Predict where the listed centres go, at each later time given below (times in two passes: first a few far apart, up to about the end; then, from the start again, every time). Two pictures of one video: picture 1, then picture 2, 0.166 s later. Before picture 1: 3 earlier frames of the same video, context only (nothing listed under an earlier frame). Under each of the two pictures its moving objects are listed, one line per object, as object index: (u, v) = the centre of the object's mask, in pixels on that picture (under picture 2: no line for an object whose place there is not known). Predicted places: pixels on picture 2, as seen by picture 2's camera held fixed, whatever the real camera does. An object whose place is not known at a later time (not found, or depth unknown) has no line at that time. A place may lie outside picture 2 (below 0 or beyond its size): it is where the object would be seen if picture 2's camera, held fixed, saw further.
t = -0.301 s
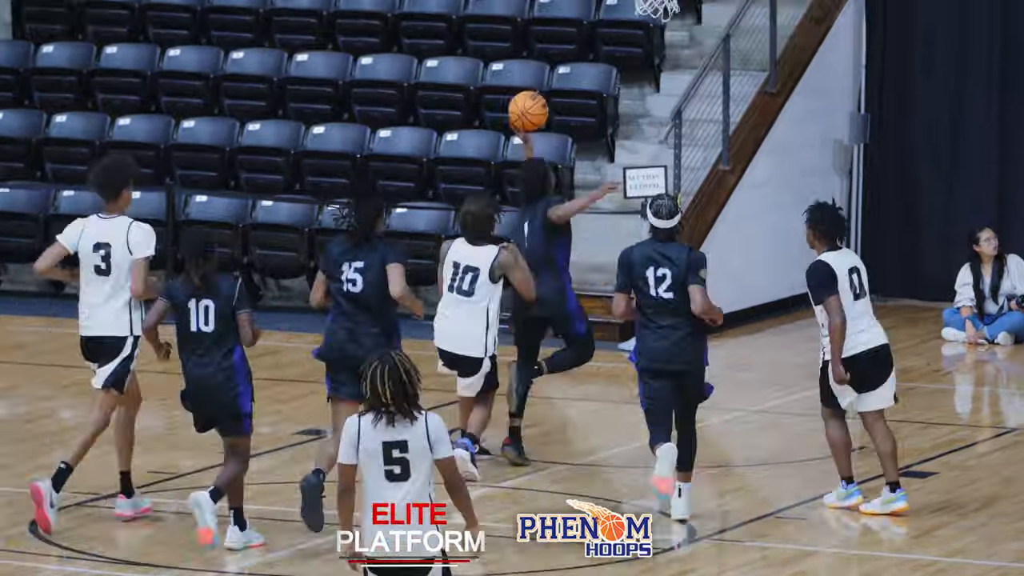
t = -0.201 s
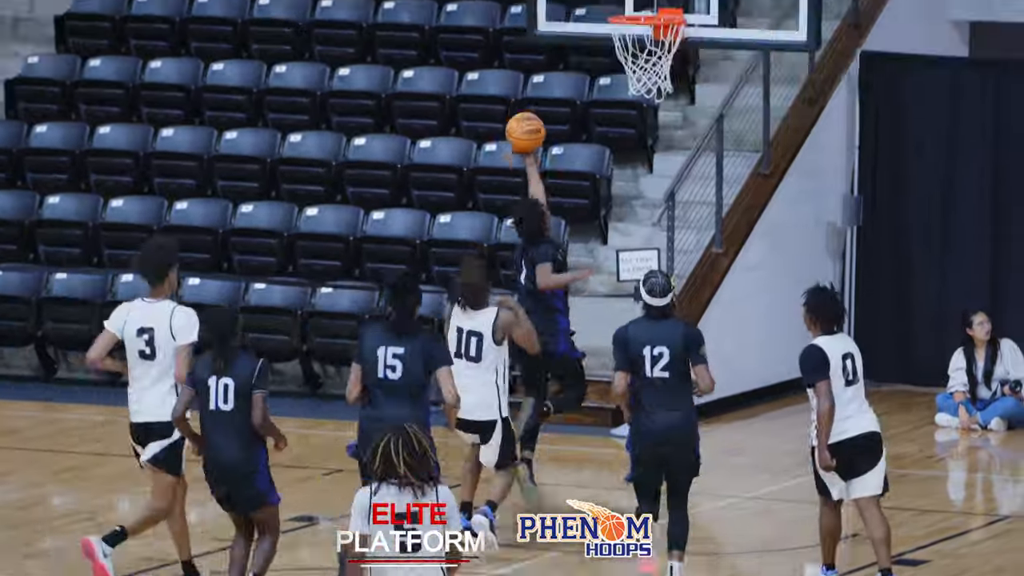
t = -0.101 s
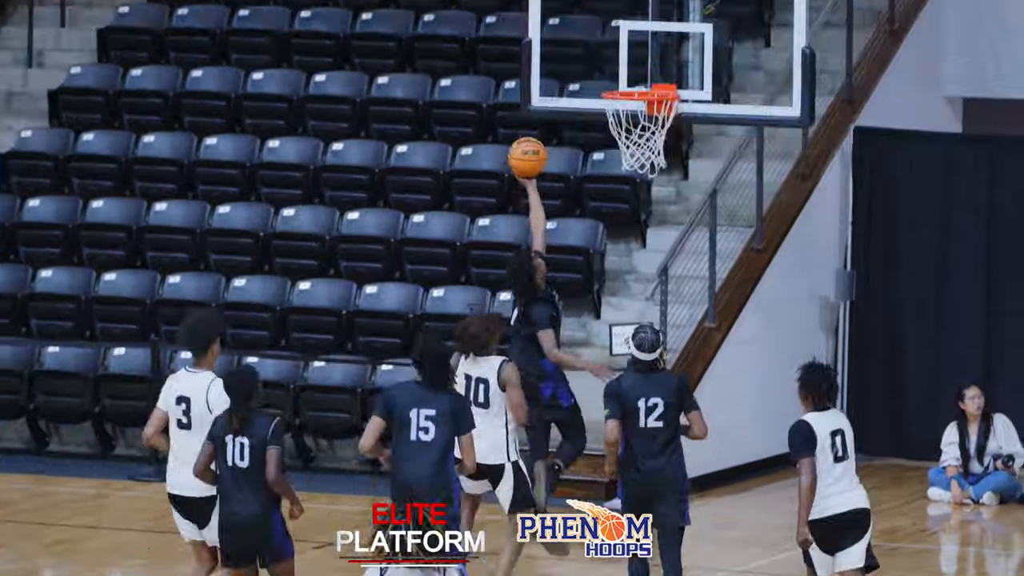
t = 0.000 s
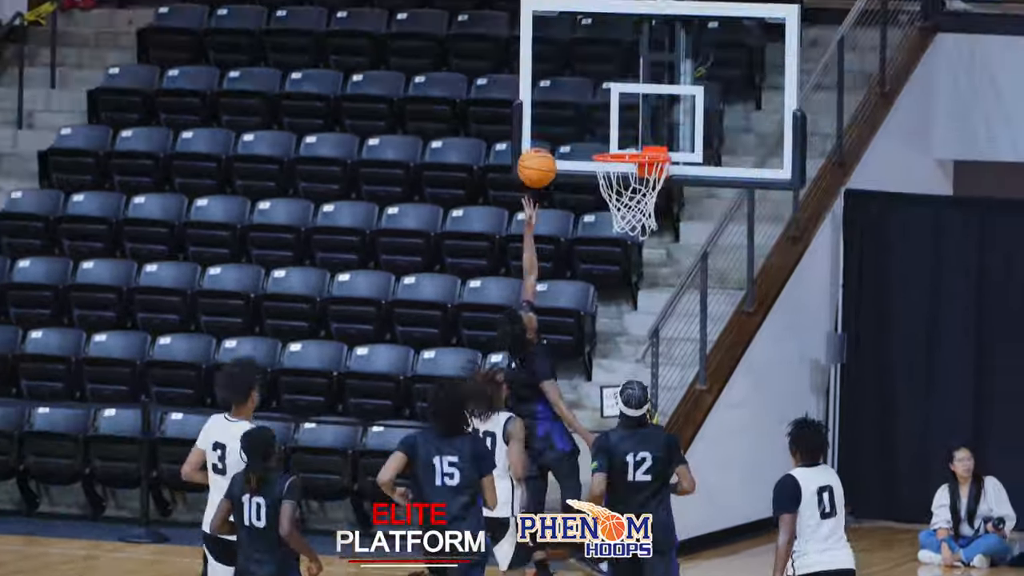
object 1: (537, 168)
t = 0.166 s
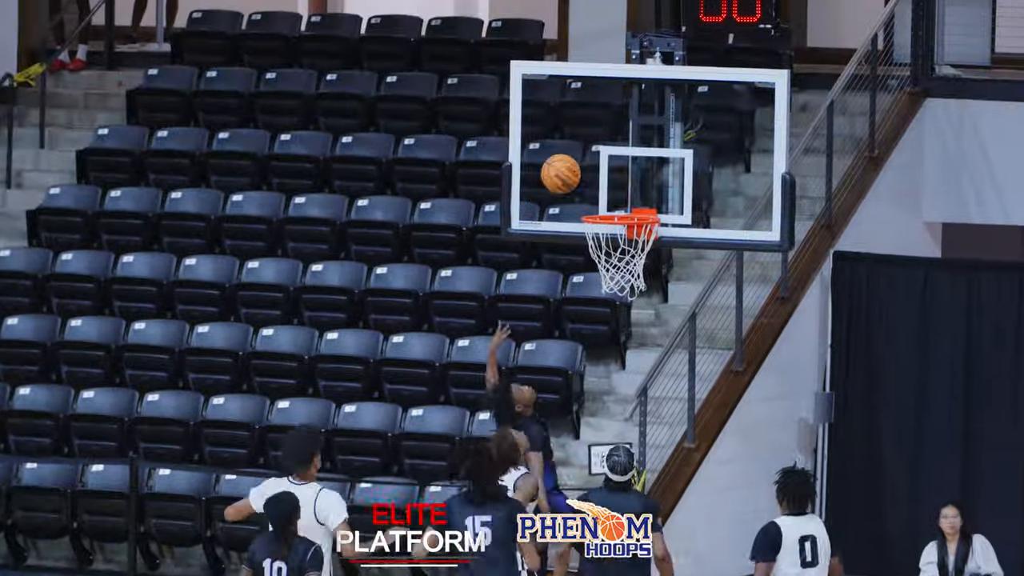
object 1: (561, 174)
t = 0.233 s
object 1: (574, 164)
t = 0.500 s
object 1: (627, 196)
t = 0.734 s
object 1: (648, 167)
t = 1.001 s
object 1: (659, 193)
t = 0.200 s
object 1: (567, 168)
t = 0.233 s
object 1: (574, 164)
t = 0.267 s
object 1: (580, 162)
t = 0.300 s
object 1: (587, 162)
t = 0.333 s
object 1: (593, 163)
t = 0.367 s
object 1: (600, 166)
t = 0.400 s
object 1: (607, 171)
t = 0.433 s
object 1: (613, 178)
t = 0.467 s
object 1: (620, 186)
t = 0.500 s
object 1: (627, 196)
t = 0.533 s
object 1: (630, 191)
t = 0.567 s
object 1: (633, 183)
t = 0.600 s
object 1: (636, 176)
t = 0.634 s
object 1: (639, 171)
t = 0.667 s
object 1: (642, 168)
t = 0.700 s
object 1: (645, 166)
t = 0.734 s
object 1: (648, 167)
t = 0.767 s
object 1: (650, 167)
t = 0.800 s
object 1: (651, 169)
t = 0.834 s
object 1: (651, 171)
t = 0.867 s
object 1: (652, 176)
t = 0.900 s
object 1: (653, 183)
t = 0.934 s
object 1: (654, 190)
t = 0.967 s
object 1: (655, 198)
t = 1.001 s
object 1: (659, 193)
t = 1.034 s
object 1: (664, 187)
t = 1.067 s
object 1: (668, 184)
